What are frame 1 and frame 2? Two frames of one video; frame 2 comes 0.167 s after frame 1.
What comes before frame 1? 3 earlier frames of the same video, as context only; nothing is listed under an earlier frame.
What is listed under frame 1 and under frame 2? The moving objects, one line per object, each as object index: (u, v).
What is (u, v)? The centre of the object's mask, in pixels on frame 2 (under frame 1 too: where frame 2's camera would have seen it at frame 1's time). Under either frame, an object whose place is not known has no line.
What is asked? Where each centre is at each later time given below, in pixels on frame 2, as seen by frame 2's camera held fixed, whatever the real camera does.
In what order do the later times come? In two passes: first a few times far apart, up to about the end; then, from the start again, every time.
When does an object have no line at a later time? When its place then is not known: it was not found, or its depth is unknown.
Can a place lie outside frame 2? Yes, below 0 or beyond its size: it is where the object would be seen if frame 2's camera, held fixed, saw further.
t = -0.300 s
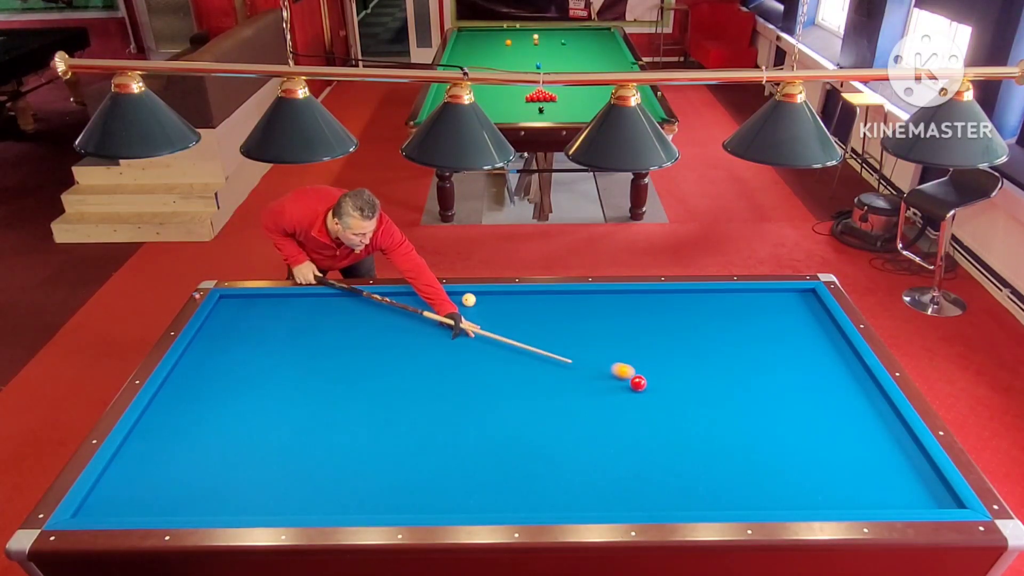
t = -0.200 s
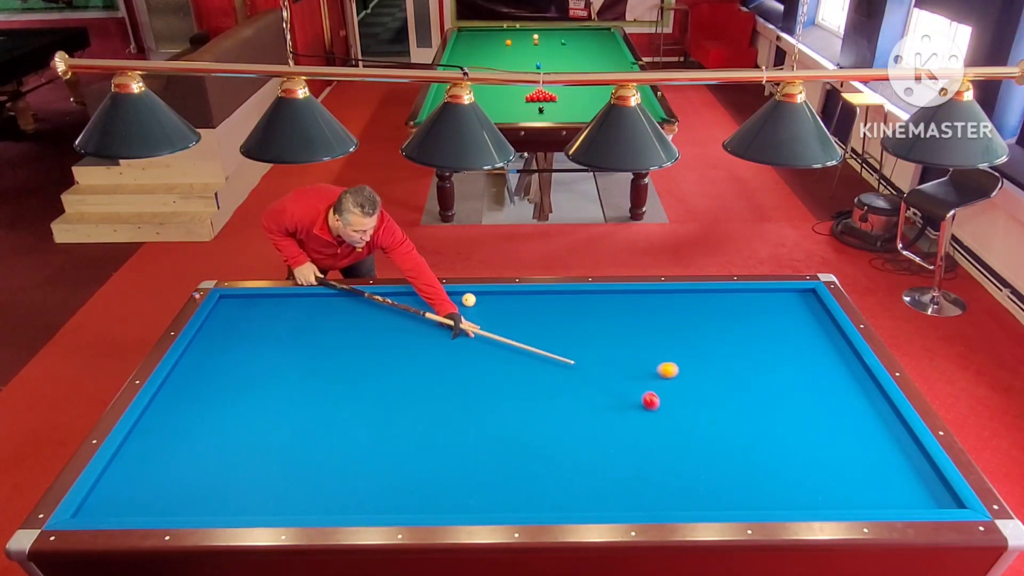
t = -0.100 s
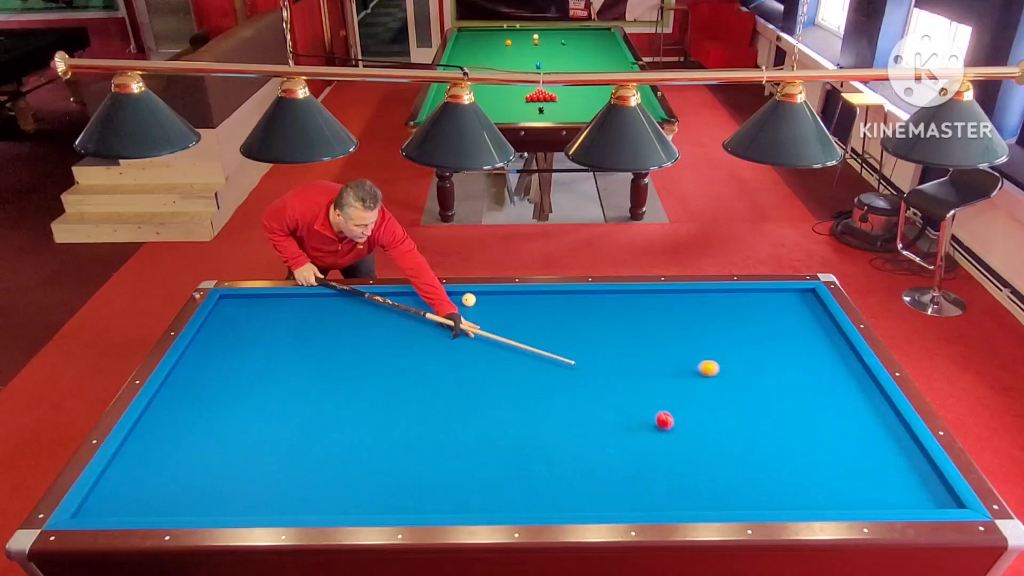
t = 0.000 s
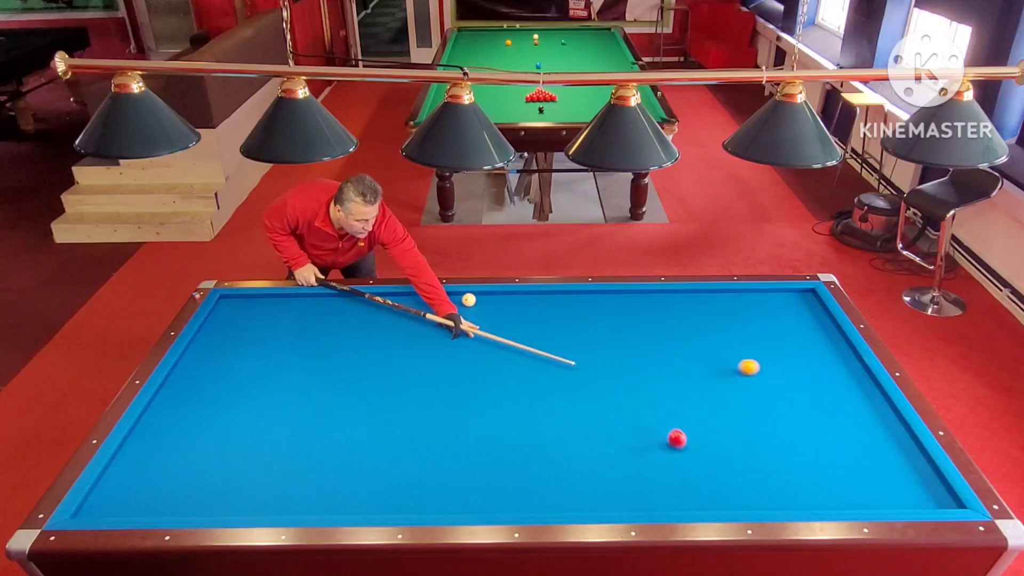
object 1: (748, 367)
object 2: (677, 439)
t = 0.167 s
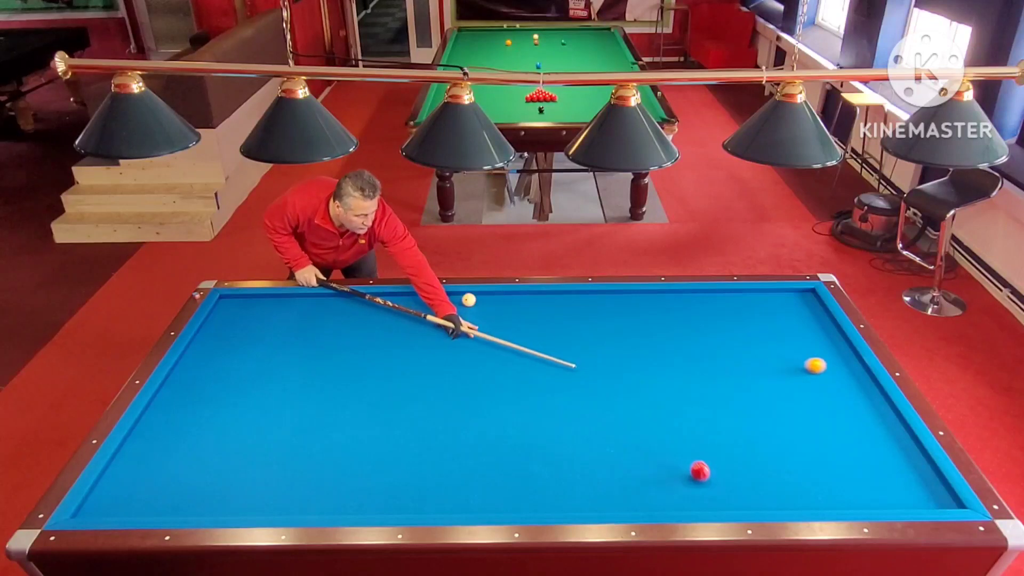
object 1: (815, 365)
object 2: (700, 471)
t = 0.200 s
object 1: (828, 365)
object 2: (705, 478)
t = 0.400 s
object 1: (828, 372)
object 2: (726, 495)
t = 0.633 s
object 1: (778, 387)
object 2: (732, 466)
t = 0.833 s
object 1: (743, 400)
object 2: (737, 444)
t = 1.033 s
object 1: (705, 413)
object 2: (742, 425)
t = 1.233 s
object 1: (667, 426)
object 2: (747, 407)
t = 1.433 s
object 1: (627, 440)
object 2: (751, 390)
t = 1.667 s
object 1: (579, 457)
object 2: (755, 372)
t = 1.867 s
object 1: (536, 471)
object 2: (759, 358)
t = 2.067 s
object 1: (491, 486)
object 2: (762, 345)
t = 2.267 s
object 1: (446, 501)
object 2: (765, 333)
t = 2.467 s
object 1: (402, 505)
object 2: (768, 322)
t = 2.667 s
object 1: (362, 497)
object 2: (771, 311)
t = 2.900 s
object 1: (318, 488)
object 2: (775, 300)
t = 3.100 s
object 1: (282, 480)
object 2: (778, 293)
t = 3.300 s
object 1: (248, 472)
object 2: (786, 298)
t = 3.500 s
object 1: (215, 465)
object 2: (793, 303)
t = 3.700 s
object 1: (183, 459)
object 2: (800, 308)
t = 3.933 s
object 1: (147, 451)
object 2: (809, 314)
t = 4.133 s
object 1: (134, 443)
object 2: (816, 318)
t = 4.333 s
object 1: (159, 433)
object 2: (822, 323)
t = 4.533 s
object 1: (183, 424)
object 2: (829, 328)
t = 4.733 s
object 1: (205, 415)
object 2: (835, 333)
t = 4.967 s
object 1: (230, 405)
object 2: (840, 338)
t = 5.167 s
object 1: (249, 397)
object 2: (840, 341)
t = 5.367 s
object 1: (268, 389)
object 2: (841, 345)
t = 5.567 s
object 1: (286, 382)
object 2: (841, 348)
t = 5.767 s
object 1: (303, 375)
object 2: (841, 351)
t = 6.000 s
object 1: (321, 367)
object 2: (841, 355)
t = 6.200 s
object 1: (336, 361)
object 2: (842, 358)
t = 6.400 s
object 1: (350, 355)
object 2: (842, 361)
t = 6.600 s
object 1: (363, 349)
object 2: (842, 363)
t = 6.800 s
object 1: (376, 344)
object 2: (843, 365)
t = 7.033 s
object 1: (389, 338)
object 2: (843, 368)
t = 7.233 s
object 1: (400, 333)
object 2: (843, 369)
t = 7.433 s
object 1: (411, 329)
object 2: (844, 371)
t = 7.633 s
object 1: (422, 325)
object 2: (844, 372)
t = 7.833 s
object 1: (431, 321)
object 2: (845, 373)
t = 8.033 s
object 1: (441, 317)
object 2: (845, 374)
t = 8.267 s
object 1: (451, 313)
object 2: (846, 375)
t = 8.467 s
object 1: (459, 310)
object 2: (846, 375)
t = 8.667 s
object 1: (467, 308)
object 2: (846, 375)
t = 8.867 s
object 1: (474, 306)
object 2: (846, 375)
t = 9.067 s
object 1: (480, 305)
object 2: (846, 375)
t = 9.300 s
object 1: (487, 305)
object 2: (846, 375)
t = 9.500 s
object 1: (492, 304)
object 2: (846, 375)
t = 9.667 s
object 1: (496, 304)
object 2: (846, 375)
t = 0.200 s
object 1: (828, 365)
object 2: (705, 478)
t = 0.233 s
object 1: (842, 365)
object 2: (710, 485)
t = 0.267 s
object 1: (855, 364)
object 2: (715, 492)
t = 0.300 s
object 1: (855, 366)
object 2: (720, 500)
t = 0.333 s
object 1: (846, 368)
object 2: (725, 504)
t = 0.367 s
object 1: (836, 370)
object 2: (725, 501)
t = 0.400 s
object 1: (828, 372)
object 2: (726, 495)
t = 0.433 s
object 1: (819, 375)
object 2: (727, 490)
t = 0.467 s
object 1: (811, 377)
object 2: (727, 485)
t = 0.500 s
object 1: (804, 379)
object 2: (728, 481)
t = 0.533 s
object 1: (797, 381)
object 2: (729, 477)
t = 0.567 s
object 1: (790, 383)
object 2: (730, 473)
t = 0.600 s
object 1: (784, 385)
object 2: (731, 470)
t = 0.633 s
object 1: (778, 387)
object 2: (732, 466)
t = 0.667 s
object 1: (773, 389)
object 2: (733, 462)
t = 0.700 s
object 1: (767, 391)
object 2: (734, 459)
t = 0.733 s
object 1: (761, 394)
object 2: (735, 455)
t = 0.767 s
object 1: (755, 395)
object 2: (735, 451)
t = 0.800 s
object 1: (748, 398)
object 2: (736, 448)
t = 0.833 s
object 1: (743, 400)
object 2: (737, 444)
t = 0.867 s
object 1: (736, 402)
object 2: (738, 441)
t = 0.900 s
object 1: (730, 404)
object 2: (739, 438)
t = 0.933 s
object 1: (724, 406)
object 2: (740, 434)
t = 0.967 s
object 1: (718, 408)
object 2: (741, 431)
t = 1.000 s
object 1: (711, 410)
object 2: (741, 428)
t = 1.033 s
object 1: (705, 413)
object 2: (742, 425)
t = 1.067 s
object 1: (699, 415)
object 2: (743, 422)
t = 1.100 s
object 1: (692, 417)
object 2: (743, 419)
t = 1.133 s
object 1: (687, 419)
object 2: (744, 416)
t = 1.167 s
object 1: (680, 422)
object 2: (745, 413)
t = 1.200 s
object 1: (673, 424)
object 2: (746, 410)
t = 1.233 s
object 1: (667, 426)
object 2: (747, 407)
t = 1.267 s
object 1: (660, 428)
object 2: (747, 404)
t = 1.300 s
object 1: (654, 431)
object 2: (748, 401)
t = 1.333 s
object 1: (647, 433)
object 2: (749, 398)
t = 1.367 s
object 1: (641, 435)
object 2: (749, 396)
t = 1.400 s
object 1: (634, 438)
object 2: (750, 393)
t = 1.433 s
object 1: (627, 440)
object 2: (751, 390)
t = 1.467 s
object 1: (620, 442)
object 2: (751, 388)
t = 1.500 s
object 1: (613, 445)
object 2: (752, 385)
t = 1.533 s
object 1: (607, 447)
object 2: (753, 382)
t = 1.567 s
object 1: (600, 449)
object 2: (753, 380)
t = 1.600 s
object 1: (593, 452)
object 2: (754, 377)
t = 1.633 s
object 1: (586, 454)
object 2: (755, 375)
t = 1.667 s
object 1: (579, 457)
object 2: (755, 372)
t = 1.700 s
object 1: (572, 459)
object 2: (756, 370)
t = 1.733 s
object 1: (565, 461)
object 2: (756, 368)
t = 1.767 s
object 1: (558, 464)
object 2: (757, 365)
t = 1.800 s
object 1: (550, 466)
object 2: (758, 363)
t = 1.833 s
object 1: (543, 468)
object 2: (758, 361)
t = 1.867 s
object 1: (536, 471)
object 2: (759, 358)
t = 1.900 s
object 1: (529, 473)
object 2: (760, 356)
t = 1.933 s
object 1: (521, 476)
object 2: (760, 354)
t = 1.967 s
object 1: (514, 479)
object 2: (761, 352)
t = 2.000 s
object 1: (507, 481)
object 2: (761, 349)
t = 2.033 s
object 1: (499, 483)
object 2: (762, 347)
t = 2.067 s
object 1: (491, 486)
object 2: (762, 345)
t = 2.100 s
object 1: (484, 488)
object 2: (763, 343)
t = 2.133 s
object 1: (477, 491)
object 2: (763, 341)
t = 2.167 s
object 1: (469, 493)
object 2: (764, 339)
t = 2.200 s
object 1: (461, 496)
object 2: (764, 337)
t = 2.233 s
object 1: (454, 498)
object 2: (765, 335)
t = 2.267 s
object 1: (446, 501)
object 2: (765, 333)
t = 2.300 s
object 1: (438, 504)
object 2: (766, 331)
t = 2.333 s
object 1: (431, 506)
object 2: (766, 329)
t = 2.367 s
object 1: (423, 507)
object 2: (767, 327)
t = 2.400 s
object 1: (415, 507)
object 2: (767, 325)
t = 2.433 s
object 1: (409, 506)
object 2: (768, 323)
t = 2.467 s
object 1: (402, 505)
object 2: (768, 322)
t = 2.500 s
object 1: (395, 504)
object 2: (769, 320)
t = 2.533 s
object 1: (388, 503)
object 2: (769, 318)
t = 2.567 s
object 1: (382, 501)
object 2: (770, 316)
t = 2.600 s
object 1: (375, 500)
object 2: (770, 315)
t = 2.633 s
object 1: (369, 499)
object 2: (771, 313)
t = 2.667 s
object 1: (362, 497)
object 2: (771, 311)
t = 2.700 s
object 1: (356, 496)
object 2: (772, 309)
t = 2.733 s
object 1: (349, 494)
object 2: (772, 308)
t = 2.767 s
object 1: (343, 493)
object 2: (773, 306)
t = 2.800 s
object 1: (337, 492)
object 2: (773, 304)
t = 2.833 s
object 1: (331, 490)
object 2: (774, 303)
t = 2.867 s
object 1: (324, 489)
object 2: (774, 301)
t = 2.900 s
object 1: (318, 488)
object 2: (775, 300)
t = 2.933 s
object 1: (312, 486)
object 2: (775, 298)
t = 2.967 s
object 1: (306, 485)
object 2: (776, 297)
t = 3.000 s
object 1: (300, 484)
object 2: (776, 295)
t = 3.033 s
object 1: (294, 482)
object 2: (777, 293)
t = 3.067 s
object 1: (288, 481)
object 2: (777, 292)
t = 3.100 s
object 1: (282, 480)
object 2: (778, 293)
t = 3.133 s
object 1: (276, 479)
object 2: (779, 294)
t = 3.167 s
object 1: (271, 478)
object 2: (781, 294)
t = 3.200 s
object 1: (265, 476)
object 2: (782, 295)
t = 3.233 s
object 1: (259, 475)
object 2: (783, 296)
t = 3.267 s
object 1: (254, 474)
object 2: (784, 297)
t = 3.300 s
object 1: (248, 472)
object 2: (786, 298)
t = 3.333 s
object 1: (242, 471)
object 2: (787, 299)
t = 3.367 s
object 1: (237, 470)
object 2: (788, 300)
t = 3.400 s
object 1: (231, 469)
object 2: (789, 301)
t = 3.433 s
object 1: (226, 468)
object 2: (791, 301)
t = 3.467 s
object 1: (220, 466)
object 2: (792, 302)
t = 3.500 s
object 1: (215, 465)
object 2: (793, 303)
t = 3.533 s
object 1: (209, 464)
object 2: (794, 304)
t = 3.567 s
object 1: (204, 463)
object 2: (795, 305)
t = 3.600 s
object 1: (198, 462)
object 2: (797, 306)
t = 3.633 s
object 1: (193, 461)
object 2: (798, 306)
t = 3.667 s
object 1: (188, 460)
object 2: (799, 307)
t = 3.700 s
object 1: (183, 459)
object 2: (800, 308)
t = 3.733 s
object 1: (177, 458)
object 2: (802, 309)
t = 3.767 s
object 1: (172, 456)
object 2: (803, 310)
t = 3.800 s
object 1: (167, 455)
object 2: (804, 310)
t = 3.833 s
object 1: (162, 454)
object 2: (805, 311)
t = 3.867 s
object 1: (157, 453)
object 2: (806, 312)
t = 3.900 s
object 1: (152, 452)
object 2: (807, 313)
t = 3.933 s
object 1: (147, 451)
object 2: (809, 314)
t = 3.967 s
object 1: (142, 450)
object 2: (810, 315)
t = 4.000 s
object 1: (137, 449)
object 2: (811, 315)
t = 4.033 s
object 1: (132, 448)
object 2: (812, 316)
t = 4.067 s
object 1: (127, 447)
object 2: (813, 317)
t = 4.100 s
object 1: (129, 445)
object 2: (814, 318)
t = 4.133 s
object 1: (134, 443)
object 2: (816, 318)
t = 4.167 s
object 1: (139, 441)
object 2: (817, 319)
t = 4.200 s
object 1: (143, 440)
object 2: (818, 320)
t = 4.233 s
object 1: (147, 438)
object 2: (819, 321)
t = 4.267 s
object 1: (151, 437)
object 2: (820, 322)
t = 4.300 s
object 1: (155, 435)
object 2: (821, 323)
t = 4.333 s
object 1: (159, 433)
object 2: (822, 323)
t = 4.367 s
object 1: (163, 432)
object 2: (823, 324)
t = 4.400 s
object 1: (168, 430)
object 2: (825, 325)
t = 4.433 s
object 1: (171, 428)
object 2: (826, 326)
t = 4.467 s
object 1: (175, 427)
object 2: (827, 327)
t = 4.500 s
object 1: (179, 426)
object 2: (828, 327)
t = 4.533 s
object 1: (183, 424)
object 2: (829, 328)
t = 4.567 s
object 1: (187, 422)
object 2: (830, 329)
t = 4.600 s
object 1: (191, 420)
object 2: (831, 330)
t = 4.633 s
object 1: (194, 419)
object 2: (832, 331)
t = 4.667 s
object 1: (198, 418)
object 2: (833, 331)
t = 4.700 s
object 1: (202, 416)
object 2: (834, 332)
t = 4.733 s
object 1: (205, 415)
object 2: (835, 333)
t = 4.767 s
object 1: (209, 413)
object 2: (837, 334)
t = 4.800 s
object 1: (213, 412)
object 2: (838, 334)
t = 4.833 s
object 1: (216, 410)
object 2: (839, 335)
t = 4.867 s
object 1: (219, 409)
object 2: (839, 336)
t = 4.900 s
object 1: (223, 408)
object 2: (839, 336)
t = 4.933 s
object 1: (226, 406)
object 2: (839, 337)
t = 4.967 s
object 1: (230, 405)
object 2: (840, 338)
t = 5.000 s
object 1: (233, 404)
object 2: (840, 338)
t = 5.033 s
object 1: (236, 402)
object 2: (840, 339)
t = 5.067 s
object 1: (240, 401)
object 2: (840, 339)
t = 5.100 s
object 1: (243, 399)
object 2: (840, 340)
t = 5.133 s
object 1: (246, 398)
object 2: (840, 341)
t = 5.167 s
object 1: (249, 397)
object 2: (840, 341)
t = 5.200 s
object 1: (252, 395)
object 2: (840, 342)
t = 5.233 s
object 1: (256, 394)
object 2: (840, 343)
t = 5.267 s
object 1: (259, 393)
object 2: (841, 343)
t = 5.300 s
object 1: (262, 392)
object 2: (840, 344)
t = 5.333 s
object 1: (265, 390)
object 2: (841, 344)
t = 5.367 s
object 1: (268, 389)
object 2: (841, 345)
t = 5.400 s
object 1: (271, 388)
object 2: (841, 346)
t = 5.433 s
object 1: (274, 387)
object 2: (841, 346)
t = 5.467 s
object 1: (277, 385)
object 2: (841, 347)
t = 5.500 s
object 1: (280, 384)
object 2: (841, 347)
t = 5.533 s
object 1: (283, 383)
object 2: (841, 348)
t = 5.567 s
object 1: (286, 382)
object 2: (841, 348)
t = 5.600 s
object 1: (289, 381)
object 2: (841, 349)
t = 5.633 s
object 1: (292, 379)
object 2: (841, 350)
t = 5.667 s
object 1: (294, 378)
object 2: (841, 350)
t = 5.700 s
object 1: (297, 377)
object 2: (841, 350)
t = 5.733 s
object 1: (300, 376)
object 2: (841, 351)
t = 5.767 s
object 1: (303, 375)
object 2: (841, 351)
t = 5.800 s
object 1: (305, 374)
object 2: (841, 352)
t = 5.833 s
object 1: (308, 373)
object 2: (841, 353)
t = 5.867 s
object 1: (311, 371)
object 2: (841, 353)
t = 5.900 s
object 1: (313, 370)
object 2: (841, 354)
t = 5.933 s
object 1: (316, 369)
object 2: (841, 354)
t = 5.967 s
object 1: (318, 368)
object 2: (841, 355)
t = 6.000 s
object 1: (321, 367)
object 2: (841, 355)
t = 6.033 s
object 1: (324, 366)
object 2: (841, 356)
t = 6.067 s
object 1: (326, 365)
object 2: (841, 356)
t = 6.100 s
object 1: (328, 364)
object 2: (842, 357)
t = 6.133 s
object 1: (331, 363)
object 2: (842, 357)
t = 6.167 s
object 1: (333, 362)
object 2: (842, 358)
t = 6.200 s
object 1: (336, 361)
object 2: (842, 358)
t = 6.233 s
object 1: (338, 360)
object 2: (842, 359)
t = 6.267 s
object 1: (341, 359)
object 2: (842, 359)
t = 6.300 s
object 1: (343, 358)
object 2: (842, 359)
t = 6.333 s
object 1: (345, 357)
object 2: (842, 360)
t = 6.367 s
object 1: (347, 356)
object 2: (842, 360)
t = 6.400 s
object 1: (350, 355)
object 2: (842, 361)
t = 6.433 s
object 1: (352, 354)
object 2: (842, 361)
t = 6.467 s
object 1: (355, 353)
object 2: (842, 361)
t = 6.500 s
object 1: (357, 352)
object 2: (842, 362)
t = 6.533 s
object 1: (359, 351)
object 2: (842, 362)
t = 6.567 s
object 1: (361, 350)
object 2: (842, 363)
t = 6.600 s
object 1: (363, 349)
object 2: (842, 363)
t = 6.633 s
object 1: (365, 348)
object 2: (842, 363)
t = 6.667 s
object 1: (367, 347)
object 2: (842, 364)
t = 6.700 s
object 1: (369, 346)
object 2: (843, 364)
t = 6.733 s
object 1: (371, 346)
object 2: (843, 365)
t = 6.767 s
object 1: (374, 345)
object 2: (843, 365)
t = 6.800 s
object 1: (376, 344)
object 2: (843, 365)
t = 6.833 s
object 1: (378, 343)
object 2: (843, 366)
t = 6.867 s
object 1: (380, 342)
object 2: (843, 366)
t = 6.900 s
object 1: (381, 341)
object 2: (843, 367)
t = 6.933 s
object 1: (384, 340)
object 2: (843, 367)
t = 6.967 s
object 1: (386, 340)
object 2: (843, 367)
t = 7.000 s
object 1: (387, 339)
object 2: (843, 367)
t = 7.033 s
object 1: (389, 338)
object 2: (843, 368)
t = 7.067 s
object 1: (391, 337)
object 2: (843, 368)
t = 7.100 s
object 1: (393, 336)
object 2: (843, 368)
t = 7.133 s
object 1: (395, 336)
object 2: (843, 368)
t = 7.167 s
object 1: (397, 335)
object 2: (843, 369)
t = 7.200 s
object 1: (399, 334)
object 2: (843, 369)
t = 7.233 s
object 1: (400, 333)
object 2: (843, 369)
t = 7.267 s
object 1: (402, 333)
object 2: (843, 370)
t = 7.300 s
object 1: (404, 332)
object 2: (844, 370)
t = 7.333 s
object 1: (406, 331)
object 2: (844, 370)
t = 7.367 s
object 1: (408, 330)
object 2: (844, 371)
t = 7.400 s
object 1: (410, 330)
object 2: (844, 371)
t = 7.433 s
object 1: (411, 329)
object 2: (844, 371)
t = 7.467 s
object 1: (413, 328)
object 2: (844, 371)
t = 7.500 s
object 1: (415, 328)
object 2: (844, 372)
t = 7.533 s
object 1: (417, 327)
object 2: (844, 372)
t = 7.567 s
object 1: (418, 326)
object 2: (844, 372)
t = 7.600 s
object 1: (420, 326)
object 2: (844, 372)
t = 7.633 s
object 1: (422, 325)
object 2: (844, 372)
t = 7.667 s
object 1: (423, 324)
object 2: (844, 372)
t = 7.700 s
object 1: (425, 323)
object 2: (844, 373)
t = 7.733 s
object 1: (427, 323)
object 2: (844, 373)
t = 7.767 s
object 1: (428, 322)
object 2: (844, 373)
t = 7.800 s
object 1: (430, 322)
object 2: (844, 373)
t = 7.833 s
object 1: (431, 321)
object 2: (845, 373)
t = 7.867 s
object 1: (433, 320)
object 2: (845, 374)
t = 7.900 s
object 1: (434, 320)
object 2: (845, 374)
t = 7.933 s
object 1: (436, 319)
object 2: (845, 374)
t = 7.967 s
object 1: (438, 318)
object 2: (845, 374)
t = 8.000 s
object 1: (439, 318)
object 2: (845, 374)
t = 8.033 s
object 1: (441, 317)
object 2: (845, 374)
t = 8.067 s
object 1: (442, 317)
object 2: (845, 374)
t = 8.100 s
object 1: (444, 316)
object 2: (845, 375)
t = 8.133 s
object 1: (445, 315)
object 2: (845, 375)
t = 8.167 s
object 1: (447, 315)
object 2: (845, 375)
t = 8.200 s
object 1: (448, 314)
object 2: (845, 375)
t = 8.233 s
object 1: (450, 314)
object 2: (845, 375)
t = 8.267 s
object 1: (451, 313)
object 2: (846, 375)
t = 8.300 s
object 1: (452, 313)
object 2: (846, 375)
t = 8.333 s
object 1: (454, 312)
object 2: (846, 375)
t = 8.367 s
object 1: (455, 311)
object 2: (846, 375)
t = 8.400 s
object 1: (456, 311)
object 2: (846, 375)
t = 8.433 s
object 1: (458, 311)
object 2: (846, 375)
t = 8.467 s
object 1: (459, 310)
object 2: (846, 375)
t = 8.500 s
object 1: (460, 310)
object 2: (846, 375)
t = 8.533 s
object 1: (462, 309)
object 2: (846, 375)
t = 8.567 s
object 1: (463, 309)
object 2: (846, 375)
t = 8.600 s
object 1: (464, 308)
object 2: (846, 375)
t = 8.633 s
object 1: (465, 308)
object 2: (846, 375)
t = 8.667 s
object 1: (467, 308)
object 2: (846, 375)
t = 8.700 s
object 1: (468, 307)
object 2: (846, 375)
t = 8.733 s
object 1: (469, 307)
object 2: (846, 375)
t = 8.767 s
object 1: (471, 307)
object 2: (846, 375)
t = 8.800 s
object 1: (472, 307)
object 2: (846, 375)
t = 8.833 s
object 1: (472, 306)
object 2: (846, 375)
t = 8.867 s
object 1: (474, 306)
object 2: (846, 375)
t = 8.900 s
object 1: (475, 306)
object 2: (846, 375)
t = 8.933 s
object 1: (476, 306)
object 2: (846, 375)
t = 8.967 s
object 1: (477, 306)
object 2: (846, 375)
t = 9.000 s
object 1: (478, 305)
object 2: (846, 375)
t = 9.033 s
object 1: (479, 305)
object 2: (846, 375)
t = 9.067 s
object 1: (480, 305)
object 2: (846, 375)
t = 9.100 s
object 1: (481, 305)
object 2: (846, 375)
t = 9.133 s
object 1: (482, 305)
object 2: (846, 375)
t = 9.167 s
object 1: (483, 305)
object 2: (846, 375)
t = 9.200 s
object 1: (484, 305)
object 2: (846, 375)
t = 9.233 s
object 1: (485, 305)
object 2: (846, 375)
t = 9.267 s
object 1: (486, 305)
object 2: (846, 375)
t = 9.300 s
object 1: (487, 305)
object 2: (846, 375)
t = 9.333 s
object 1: (488, 305)
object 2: (846, 375)
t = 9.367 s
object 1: (489, 304)
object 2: (846, 375)
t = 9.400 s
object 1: (490, 304)
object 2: (846, 375)
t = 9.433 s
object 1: (490, 304)
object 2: (846, 375)
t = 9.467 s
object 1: (491, 304)
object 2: (846, 375)
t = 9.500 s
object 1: (492, 304)
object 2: (846, 375)
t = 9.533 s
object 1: (493, 304)
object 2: (846, 375)
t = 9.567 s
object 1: (494, 304)
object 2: (846, 375)
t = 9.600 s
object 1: (495, 304)
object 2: (846, 375)
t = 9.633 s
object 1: (496, 304)
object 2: (846, 375)
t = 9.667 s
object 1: (496, 304)
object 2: (846, 375)
